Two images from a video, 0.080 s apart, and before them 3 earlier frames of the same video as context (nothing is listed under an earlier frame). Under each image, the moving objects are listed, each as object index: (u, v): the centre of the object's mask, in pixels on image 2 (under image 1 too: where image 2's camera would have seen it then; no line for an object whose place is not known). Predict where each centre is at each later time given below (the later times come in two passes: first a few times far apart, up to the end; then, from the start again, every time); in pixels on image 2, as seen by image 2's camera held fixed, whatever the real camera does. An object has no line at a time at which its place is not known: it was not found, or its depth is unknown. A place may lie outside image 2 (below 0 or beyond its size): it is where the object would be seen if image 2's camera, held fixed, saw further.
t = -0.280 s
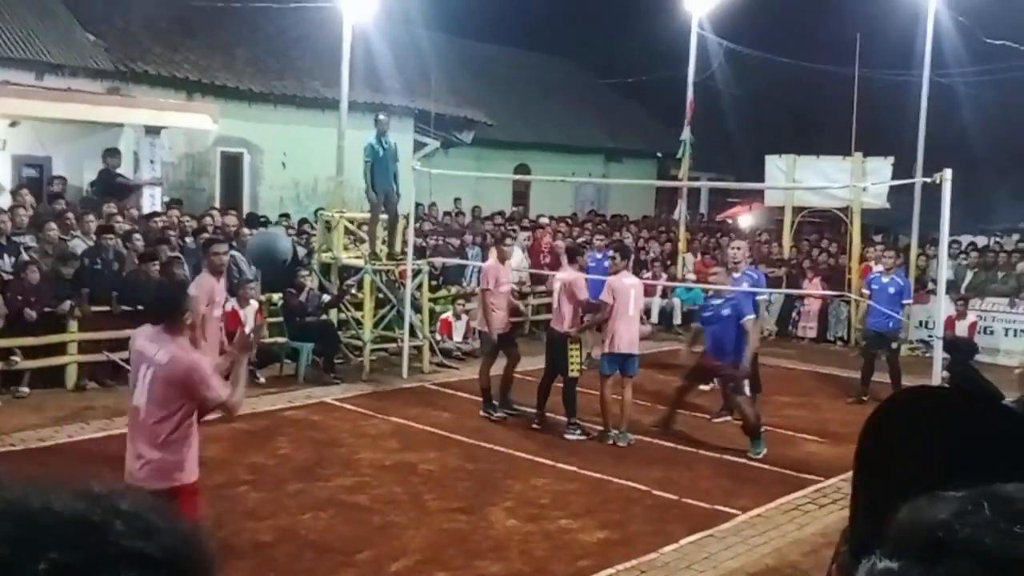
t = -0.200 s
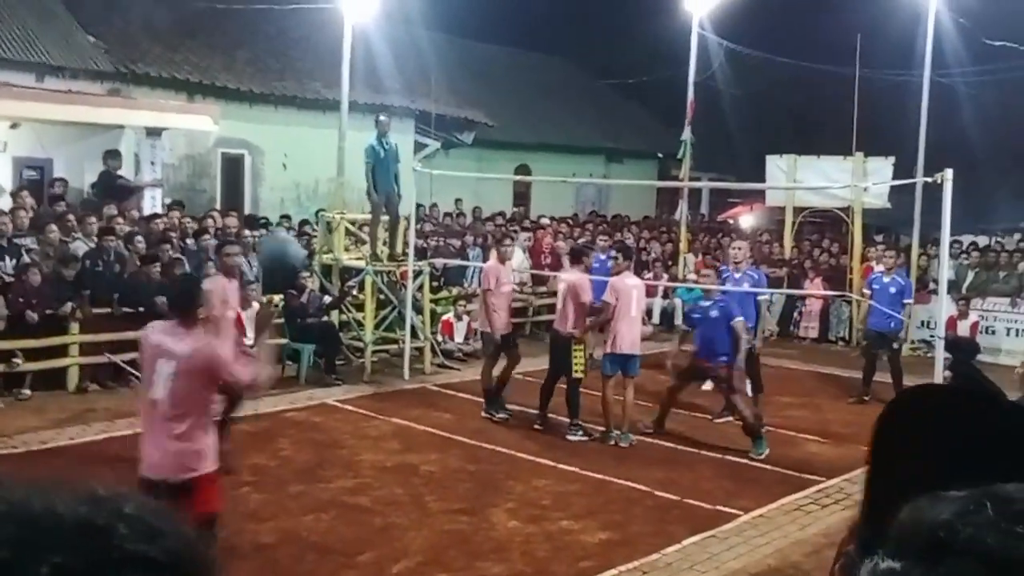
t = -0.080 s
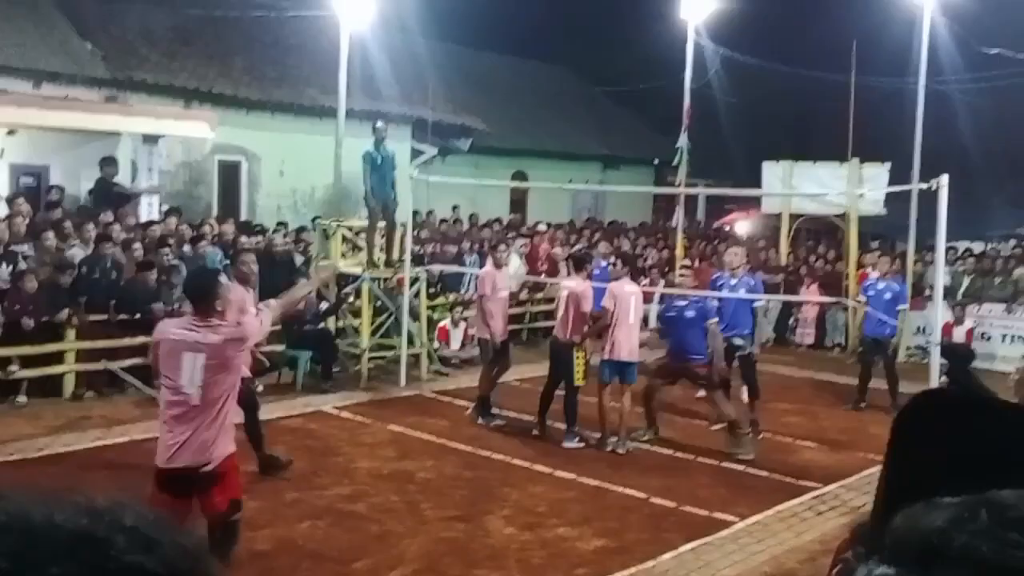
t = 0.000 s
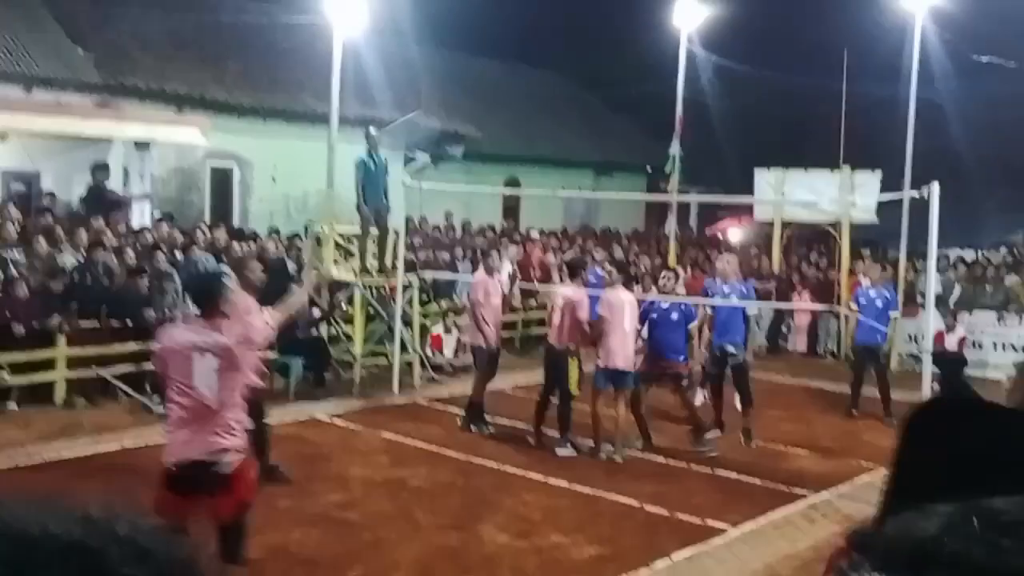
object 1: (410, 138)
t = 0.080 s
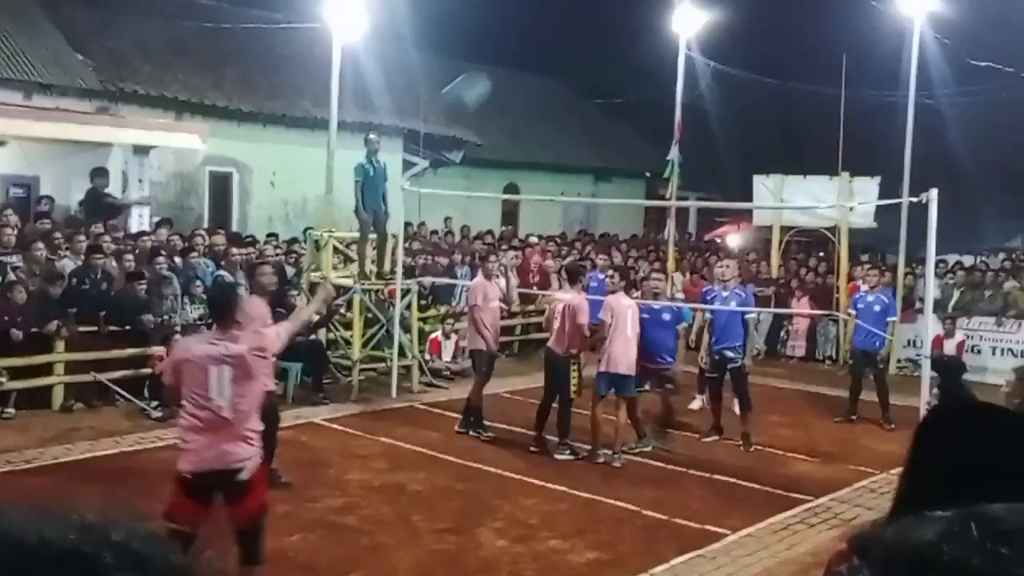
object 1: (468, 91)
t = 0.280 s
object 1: (569, 48)
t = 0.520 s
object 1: (645, 72)
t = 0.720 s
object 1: (684, 129)
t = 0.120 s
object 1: (490, 76)
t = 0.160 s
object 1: (513, 65)
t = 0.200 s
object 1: (534, 57)
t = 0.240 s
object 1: (552, 51)
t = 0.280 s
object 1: (569, 48)
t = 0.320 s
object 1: (584, 48)
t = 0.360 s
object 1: (599, 49)
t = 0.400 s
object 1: (613, 52)
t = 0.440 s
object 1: (624, 57)
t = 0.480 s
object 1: (635, 64)
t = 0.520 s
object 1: (645, 72)
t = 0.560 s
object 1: (654, 81)
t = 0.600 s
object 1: (663, 91)
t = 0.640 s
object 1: (668, 104)
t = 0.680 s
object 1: (678, 118)
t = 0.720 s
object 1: (684, 129)
